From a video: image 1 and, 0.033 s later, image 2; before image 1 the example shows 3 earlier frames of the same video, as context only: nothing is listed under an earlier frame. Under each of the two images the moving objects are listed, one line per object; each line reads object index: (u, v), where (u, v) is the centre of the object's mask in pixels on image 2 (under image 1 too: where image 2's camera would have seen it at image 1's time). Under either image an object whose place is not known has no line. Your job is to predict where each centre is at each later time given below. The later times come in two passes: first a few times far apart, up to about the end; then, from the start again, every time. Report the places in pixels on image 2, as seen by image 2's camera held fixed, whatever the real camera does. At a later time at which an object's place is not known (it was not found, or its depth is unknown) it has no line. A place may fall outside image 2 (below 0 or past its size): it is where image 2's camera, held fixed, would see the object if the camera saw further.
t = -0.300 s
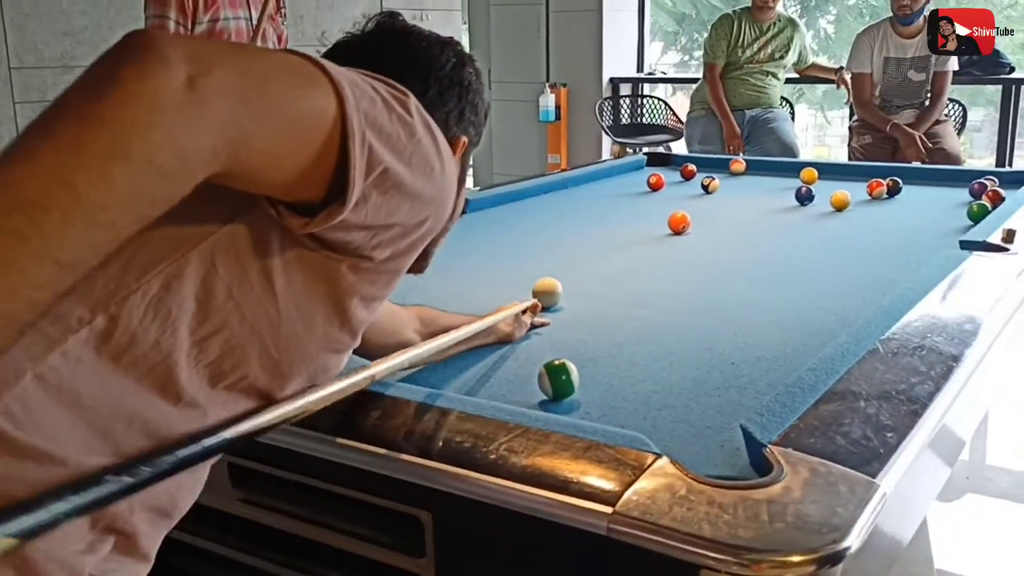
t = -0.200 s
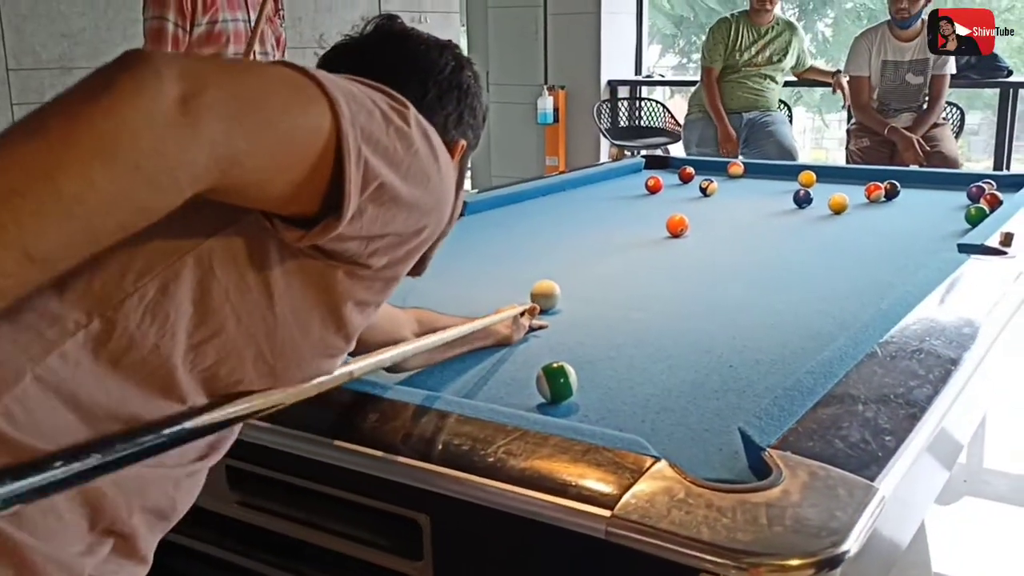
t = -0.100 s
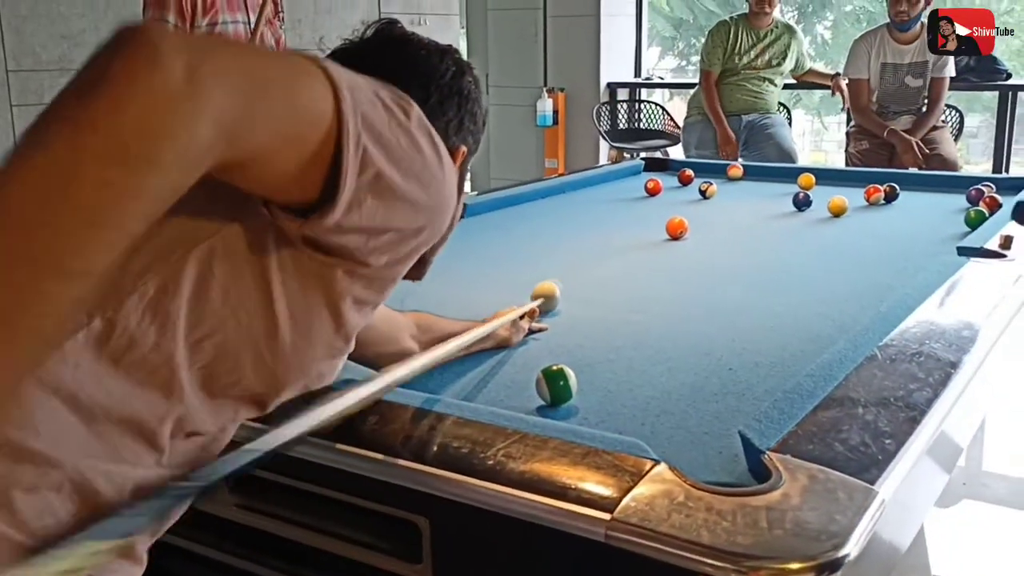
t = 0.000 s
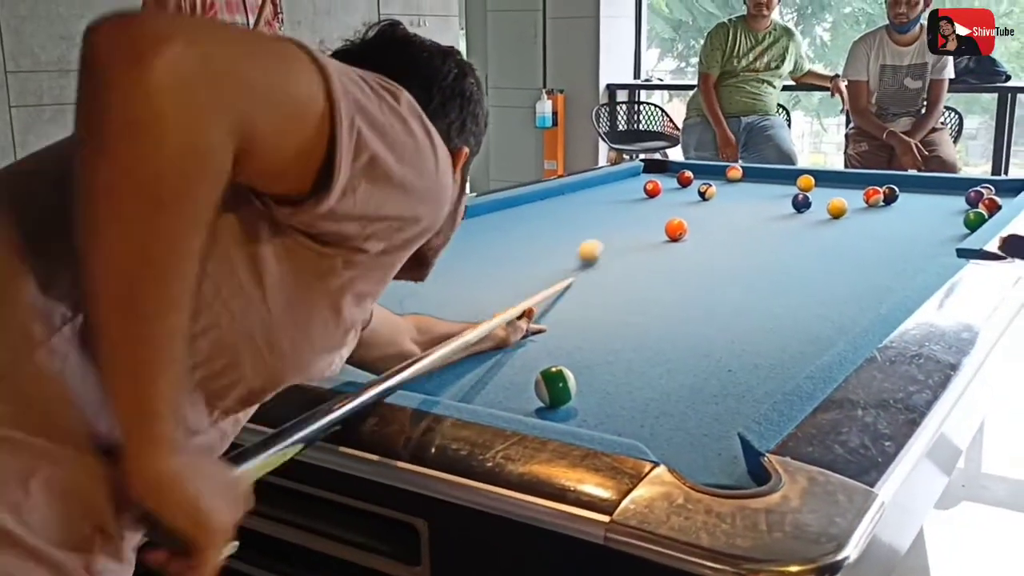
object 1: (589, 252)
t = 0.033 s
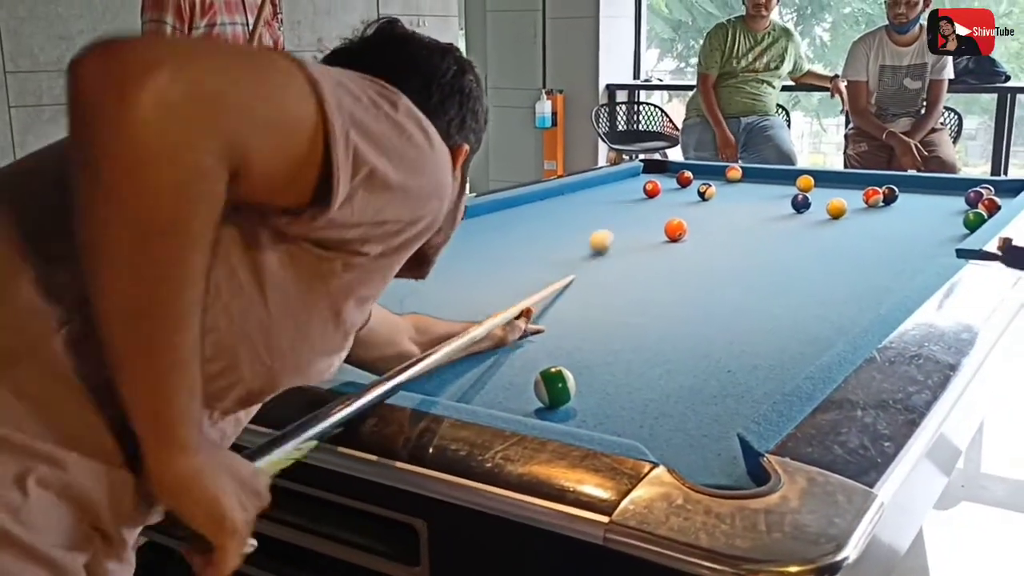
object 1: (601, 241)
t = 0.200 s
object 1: (640, 202)
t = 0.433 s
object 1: (669, 189)
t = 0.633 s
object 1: (689, 184)
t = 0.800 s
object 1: (704, 177)
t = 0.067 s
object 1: (610, 231)
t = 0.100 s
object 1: (619, 223)
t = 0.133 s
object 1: (627, 215)
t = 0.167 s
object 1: (634, 208)
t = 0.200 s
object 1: (640, 202)
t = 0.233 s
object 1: (647, 196)
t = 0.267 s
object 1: (651, 191)
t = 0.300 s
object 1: (655, 190)
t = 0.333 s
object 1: (658, 190)
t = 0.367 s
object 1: (662, 190)
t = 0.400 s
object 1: (665, 189)
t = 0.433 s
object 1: (669, 189)
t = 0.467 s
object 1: (673, 188)
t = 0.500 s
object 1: (676, 187)
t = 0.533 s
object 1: (679, 186)
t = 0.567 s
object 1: (682, 186)
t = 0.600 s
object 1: (686, 185)
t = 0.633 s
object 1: (689, 184)
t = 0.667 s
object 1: (692, 182)
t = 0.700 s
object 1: (695, 181)
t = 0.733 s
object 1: (698, 179)
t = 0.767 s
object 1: (701, 178)
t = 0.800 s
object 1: (704, 177)
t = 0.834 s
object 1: (707, 177)
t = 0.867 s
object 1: (710, 177)
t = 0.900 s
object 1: (713, 176)
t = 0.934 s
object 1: (716, 176)
